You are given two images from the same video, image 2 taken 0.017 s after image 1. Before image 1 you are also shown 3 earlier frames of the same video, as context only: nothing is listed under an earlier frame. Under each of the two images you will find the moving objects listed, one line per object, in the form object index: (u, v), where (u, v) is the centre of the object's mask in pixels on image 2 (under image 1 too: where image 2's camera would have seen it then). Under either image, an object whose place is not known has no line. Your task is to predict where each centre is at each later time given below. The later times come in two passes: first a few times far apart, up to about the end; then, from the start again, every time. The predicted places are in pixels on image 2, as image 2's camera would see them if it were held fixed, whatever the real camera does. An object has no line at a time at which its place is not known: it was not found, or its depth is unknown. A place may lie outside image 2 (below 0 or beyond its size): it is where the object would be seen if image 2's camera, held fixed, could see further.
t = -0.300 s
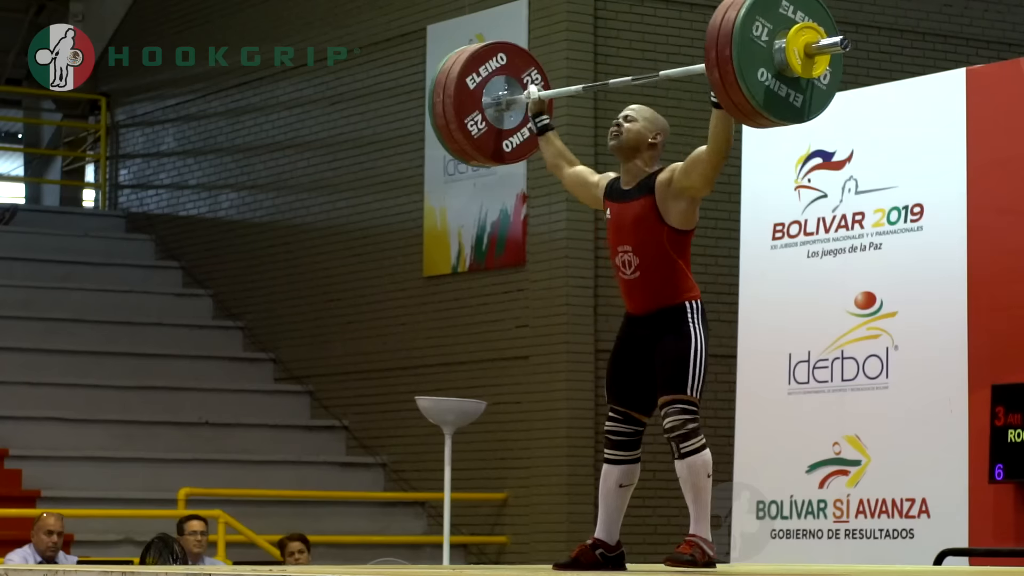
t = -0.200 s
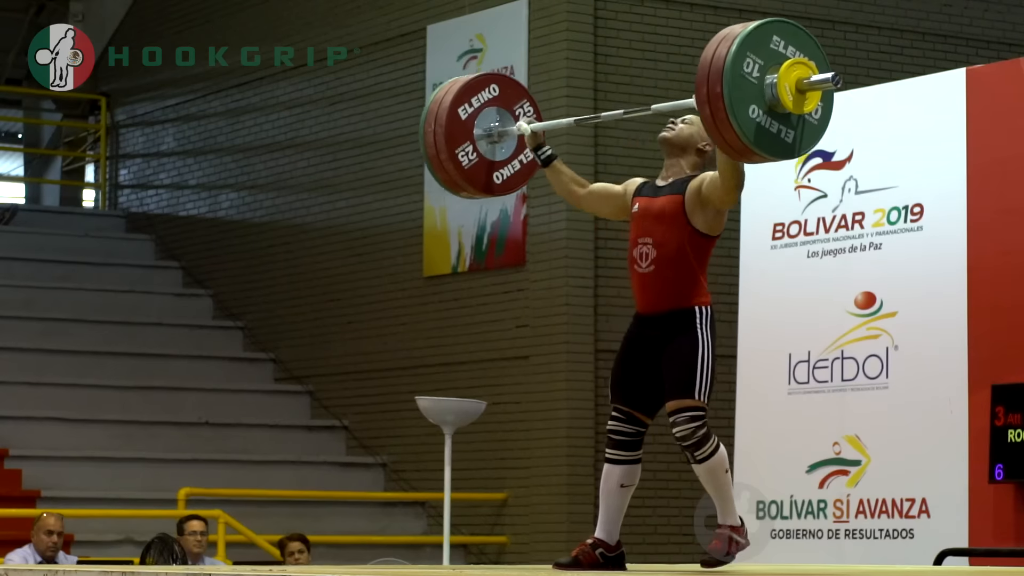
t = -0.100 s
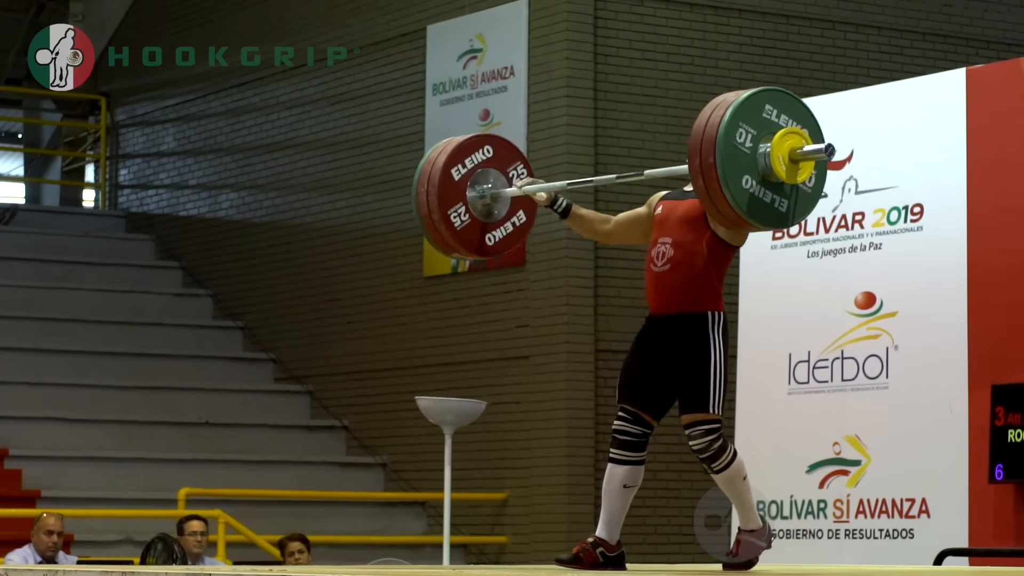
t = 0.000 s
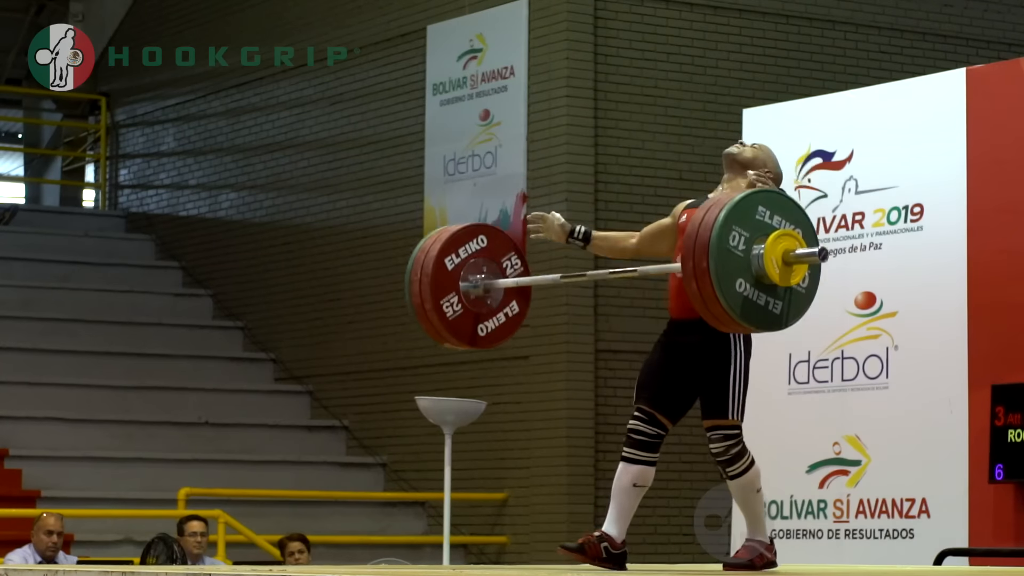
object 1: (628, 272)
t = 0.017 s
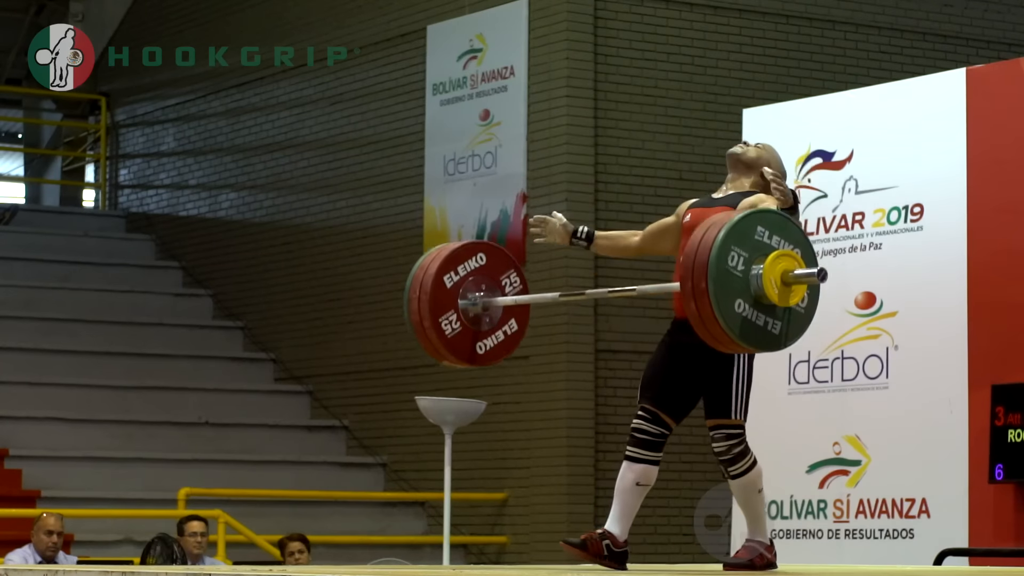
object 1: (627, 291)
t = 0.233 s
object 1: (614, 490)
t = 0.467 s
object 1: (602, 501)
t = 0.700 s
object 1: (595, 503)
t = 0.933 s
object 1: (589, 503)
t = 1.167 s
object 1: (585, 502)
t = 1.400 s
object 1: (581, 503)
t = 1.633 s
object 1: (580, 503)
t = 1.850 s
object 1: (580, 503)
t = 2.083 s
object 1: (580, 503)
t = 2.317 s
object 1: (581, 503)
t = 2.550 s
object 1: (583, 502)
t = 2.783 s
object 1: (585, 502)
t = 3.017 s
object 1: (586, 503)
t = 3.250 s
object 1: (589, 502)
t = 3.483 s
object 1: (592, 502)
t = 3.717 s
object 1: (594, 502)
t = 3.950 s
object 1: (597, 503)
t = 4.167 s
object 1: (599, 503)
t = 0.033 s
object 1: (627, 310)
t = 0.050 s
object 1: (625, 331)
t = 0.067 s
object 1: (624, 353)
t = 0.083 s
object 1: (623, 376)
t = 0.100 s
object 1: (621, 399)
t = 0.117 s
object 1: (627, 428)
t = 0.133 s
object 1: (623, 452)
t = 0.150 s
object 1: (619, 476)
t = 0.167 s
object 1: (616, 502)
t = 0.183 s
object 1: (617, 506)
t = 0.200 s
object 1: (616, 500)
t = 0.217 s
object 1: (615, 494)
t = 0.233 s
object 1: (614, 490)
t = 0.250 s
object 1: (614, 485)
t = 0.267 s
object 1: (614, 483)
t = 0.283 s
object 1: (614, 481)
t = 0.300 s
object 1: (612, 477)
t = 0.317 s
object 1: (611, 477)
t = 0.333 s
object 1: (610, 477)
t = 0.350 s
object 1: (609, 477)
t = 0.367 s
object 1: (607, 479)
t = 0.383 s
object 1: (606, 480)
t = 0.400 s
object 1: (605, 484)
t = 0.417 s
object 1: (606, 488)
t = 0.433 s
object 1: (604, 492)
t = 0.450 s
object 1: (603, 497)
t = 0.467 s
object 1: (602, 501)
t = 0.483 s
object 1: (601, 504)
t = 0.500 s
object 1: (601, 503)
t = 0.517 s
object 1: (601, 501)
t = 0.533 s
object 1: (601, 502)
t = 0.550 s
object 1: (600, 502)
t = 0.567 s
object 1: (599, 502)
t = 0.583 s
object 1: (599, 503)
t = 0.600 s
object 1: (598, 503)
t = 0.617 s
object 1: (598, 503)
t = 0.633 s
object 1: (597, 503)
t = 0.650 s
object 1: (597, 503)
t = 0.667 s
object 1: (596, 503)
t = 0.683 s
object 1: (596, 503)
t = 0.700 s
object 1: (595, 503)
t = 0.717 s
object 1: (595, 503)
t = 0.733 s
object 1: (594, 503)
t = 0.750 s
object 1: (594, 503)
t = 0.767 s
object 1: (593, 503)
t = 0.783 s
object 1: (593, 503)
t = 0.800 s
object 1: (592, 503)
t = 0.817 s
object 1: (592, 503)
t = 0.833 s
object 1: (592, 503)
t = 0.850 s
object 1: (591, 503)
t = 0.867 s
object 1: (591, 503)
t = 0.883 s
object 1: (591, 503)
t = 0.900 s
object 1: (590, 503)
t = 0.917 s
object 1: (590, 503)
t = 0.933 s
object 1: (589, 503)
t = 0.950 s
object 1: (589, 503)
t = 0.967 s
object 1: (589, 503)
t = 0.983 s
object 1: (588, 503)
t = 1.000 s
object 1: (587, 503)
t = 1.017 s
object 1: (587, 503)
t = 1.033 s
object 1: (587, 502)
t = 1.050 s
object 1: (587, 502)
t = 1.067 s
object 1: (586, 503)
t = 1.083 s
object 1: (586, 503)
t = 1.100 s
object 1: (586, 503)
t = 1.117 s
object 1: (585, 503)
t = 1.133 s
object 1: (585, 503)
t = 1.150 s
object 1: (585, 503)
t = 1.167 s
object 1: (585, 502)
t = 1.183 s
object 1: (584, 503)
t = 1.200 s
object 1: (584, 503)
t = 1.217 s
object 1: (583, 503)
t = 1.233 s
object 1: (583, 503)
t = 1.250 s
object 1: (583, 503)
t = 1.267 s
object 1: (583, 503)
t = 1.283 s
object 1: (583, 502)
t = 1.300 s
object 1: (583, 503)
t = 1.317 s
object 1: (582, 503)
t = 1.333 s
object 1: (582, 503)
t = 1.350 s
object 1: (582, 503)
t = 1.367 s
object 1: (582, 503)
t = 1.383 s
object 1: (582, 502)
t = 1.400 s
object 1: (581, 503)
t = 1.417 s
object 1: (581, 503)
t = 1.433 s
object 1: (581, 503)
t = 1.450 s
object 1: (581, 503)
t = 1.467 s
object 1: (581, 503)
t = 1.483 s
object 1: (581, 503)
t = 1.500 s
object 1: (580, 503)
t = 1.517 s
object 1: (580, 503)
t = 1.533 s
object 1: (581, 503)
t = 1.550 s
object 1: (580, 503)
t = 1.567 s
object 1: (580, 503)
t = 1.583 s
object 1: (580, 503)
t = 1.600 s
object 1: (580, 503)
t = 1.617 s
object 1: (580, 503)
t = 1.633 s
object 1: (580, 503)
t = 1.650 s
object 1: (580, 503)
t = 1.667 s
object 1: (580, 503)
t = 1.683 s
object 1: (580, 503)
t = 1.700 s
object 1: (580, 503)
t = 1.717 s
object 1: (580, 503)
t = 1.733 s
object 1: (580, 503)
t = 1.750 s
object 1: (580, 503)
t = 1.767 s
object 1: (580, 503)
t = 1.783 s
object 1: (580, 503)
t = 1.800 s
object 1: (580, 503)
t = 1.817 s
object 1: (580, 503)
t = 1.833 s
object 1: (580, 503)
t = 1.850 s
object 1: (580, 503)
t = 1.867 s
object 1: (580, 503)
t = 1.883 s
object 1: (580, 503)
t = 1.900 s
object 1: (580, 503)
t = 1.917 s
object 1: (580, 503)
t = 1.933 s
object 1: (580, 503)
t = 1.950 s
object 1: (580, 503)
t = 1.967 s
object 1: (580, 503)
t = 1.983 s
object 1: (580, 503)
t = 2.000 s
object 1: (580, 503)
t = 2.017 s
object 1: (580, 503)
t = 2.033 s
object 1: (580, 503)
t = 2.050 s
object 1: (580, 503)
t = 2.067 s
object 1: (580, 503)
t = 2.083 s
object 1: (580, 503)
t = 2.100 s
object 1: (580, 503)
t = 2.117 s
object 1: (580, 503)
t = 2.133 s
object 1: (580, 503)
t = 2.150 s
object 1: (580, 503)
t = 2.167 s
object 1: (580, 503)
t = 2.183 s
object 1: (581, 503)
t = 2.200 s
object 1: (581, 503)
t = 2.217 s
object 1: (581, 503)
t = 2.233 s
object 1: (581, 503)
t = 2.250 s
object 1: (581, 503)
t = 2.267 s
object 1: (581, 503)
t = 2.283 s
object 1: (581, 503)
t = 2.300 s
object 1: (581, 503)
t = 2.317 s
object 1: (581, 503)
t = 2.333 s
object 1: (581, 503)
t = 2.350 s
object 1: (582, 503)
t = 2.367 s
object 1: (581, 502)
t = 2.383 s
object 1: (581, 503)
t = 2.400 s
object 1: (582, 503)
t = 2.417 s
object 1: (582, 503)
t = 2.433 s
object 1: (582, 503)
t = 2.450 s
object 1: (582, 503)
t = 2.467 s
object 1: (582, 503)
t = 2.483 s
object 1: (582, 503)
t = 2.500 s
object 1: (582, 503)
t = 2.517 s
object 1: (583, 502)
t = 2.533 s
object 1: (583, 502)
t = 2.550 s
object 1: (583, 502)
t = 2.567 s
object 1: (583, 502)
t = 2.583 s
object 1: (583, 502)
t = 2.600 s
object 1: (583, 502)
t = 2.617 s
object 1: (583, 502)
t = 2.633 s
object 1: (583, 502)
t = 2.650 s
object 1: (583, 502)
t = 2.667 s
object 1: (584, 502)
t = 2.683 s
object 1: (584, 502)
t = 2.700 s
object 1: (584, 502)
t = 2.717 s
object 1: (584, 502)
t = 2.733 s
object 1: (584, 502)
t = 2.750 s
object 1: (584, 503)
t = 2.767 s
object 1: (584, 502)
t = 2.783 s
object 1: (585, 502)
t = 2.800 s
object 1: (585, 503)
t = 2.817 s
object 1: (585, 503)
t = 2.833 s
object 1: (585, 502)
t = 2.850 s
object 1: (585, 502)
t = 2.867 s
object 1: (585, 503)
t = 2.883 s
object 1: (586, 502)
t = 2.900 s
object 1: (586, 502)
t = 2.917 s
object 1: (587, 503)
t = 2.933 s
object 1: (587, 503)
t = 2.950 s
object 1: (587, 502)
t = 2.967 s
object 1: (586, 502)
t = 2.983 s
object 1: (586, 502)
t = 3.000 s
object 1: (586, 503)
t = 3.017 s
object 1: (586, 503)
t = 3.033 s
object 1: (587, 502)
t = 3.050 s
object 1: (586, 503)
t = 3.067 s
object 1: (587, 502)
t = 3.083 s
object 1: (587, 502)
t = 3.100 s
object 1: (587, 502)
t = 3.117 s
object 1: (587, 503)
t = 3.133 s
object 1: (588, 502)
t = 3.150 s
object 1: (588, 502)
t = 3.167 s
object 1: (588, 502)
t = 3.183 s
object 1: (588, 503)
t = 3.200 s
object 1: (589, 502)
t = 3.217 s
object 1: (588, 503)
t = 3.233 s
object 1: (589, 502)
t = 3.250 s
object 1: (589, 502)
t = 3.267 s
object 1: (590, 502)
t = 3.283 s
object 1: (590, 502)
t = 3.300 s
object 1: (590, 502)
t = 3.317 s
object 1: (590, 502)
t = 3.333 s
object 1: (590, 502)
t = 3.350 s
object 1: (591, 502)
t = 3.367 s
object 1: (590, 503)
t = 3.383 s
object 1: (591, 502)
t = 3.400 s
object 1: (591, 502)
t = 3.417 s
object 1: (591, 502)
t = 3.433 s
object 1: (591, 503)
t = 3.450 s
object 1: (591, 503)
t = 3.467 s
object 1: (591, 503)
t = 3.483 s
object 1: (592, 502)
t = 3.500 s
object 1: (592, 502)
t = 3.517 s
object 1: (592, 502)
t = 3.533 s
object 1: (592, 502)
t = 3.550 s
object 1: (592, 503)
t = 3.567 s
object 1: (593, 502)
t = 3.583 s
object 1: (593, 503)
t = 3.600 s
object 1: (593, 503)
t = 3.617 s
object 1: (593, 502)
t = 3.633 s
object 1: (593, 502)
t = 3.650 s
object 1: (593, 502)
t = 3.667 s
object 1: (594, 502)
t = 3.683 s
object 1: (593, 503)
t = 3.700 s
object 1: (594, 503)
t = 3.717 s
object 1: (594, 502)
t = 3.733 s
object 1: (594, 502)
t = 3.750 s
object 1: (594, 503)
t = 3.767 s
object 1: (595, 503)
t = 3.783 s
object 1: (595, 503)
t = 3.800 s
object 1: (595, 503)
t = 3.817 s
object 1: (595, 503)
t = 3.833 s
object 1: (595, 502)
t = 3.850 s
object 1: (596, 502)
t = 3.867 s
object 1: (596, 503)
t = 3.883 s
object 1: (596, 502)
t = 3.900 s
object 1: (596, 502)
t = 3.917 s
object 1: (597, 502)
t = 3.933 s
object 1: (597, 503)
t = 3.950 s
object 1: (597, 503)
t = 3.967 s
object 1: (597, 503)
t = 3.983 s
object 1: (597, 502)
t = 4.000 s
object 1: (597, 503)
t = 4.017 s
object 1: (598, 502)
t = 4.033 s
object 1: (598, 503)
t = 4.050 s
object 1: (598, 503)
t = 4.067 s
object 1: (598, 503)
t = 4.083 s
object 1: (598, 503)
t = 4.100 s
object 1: (599, 503)
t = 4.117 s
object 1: (599, 503)
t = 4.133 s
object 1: (599, 503)
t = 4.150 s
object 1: (599, 503)
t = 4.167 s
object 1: (599, 503)
